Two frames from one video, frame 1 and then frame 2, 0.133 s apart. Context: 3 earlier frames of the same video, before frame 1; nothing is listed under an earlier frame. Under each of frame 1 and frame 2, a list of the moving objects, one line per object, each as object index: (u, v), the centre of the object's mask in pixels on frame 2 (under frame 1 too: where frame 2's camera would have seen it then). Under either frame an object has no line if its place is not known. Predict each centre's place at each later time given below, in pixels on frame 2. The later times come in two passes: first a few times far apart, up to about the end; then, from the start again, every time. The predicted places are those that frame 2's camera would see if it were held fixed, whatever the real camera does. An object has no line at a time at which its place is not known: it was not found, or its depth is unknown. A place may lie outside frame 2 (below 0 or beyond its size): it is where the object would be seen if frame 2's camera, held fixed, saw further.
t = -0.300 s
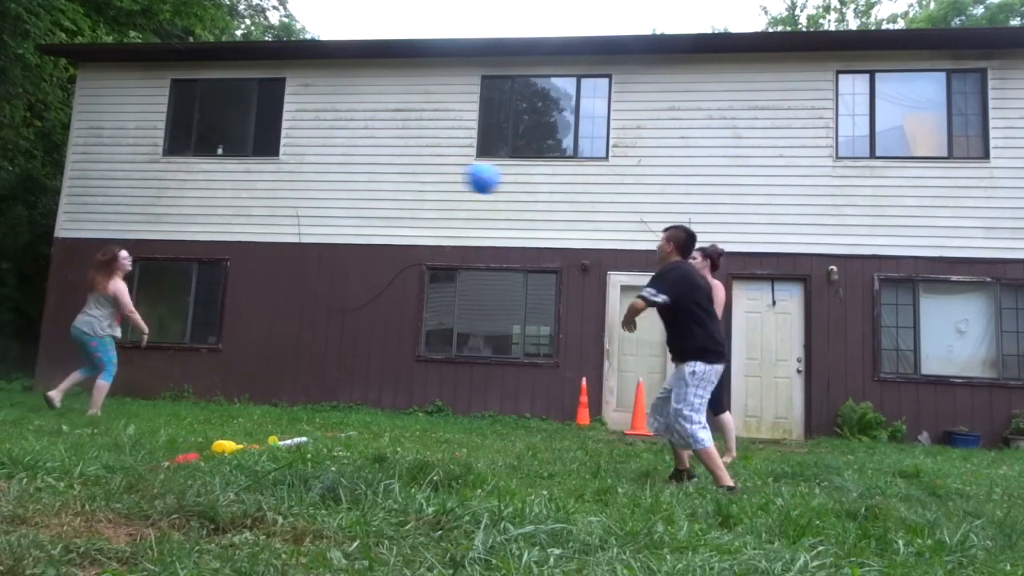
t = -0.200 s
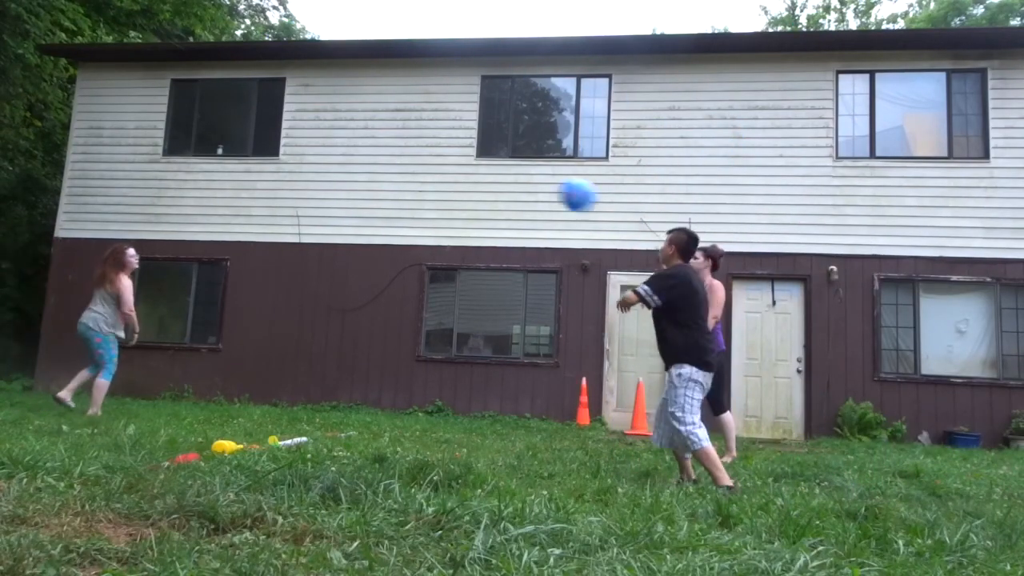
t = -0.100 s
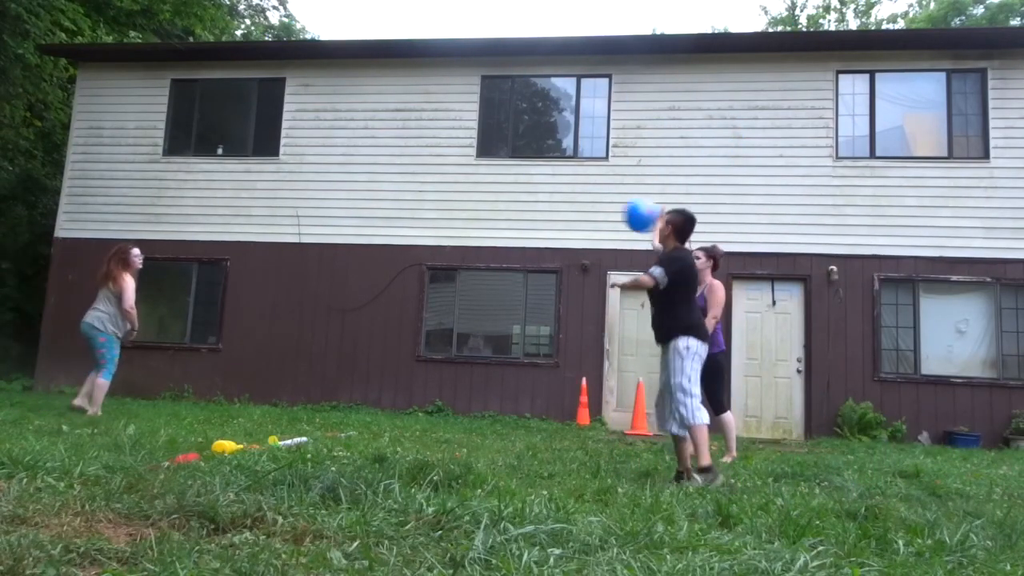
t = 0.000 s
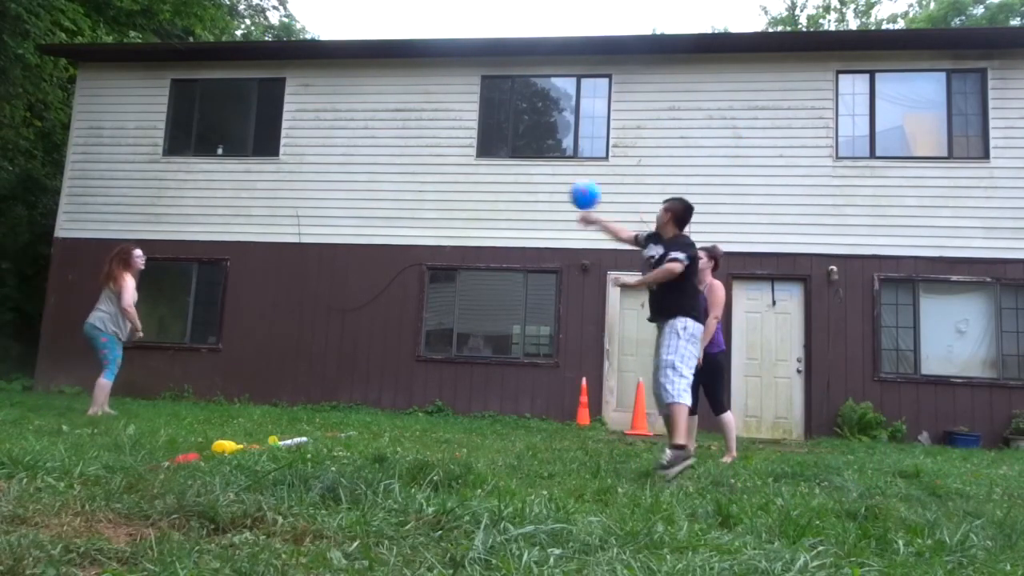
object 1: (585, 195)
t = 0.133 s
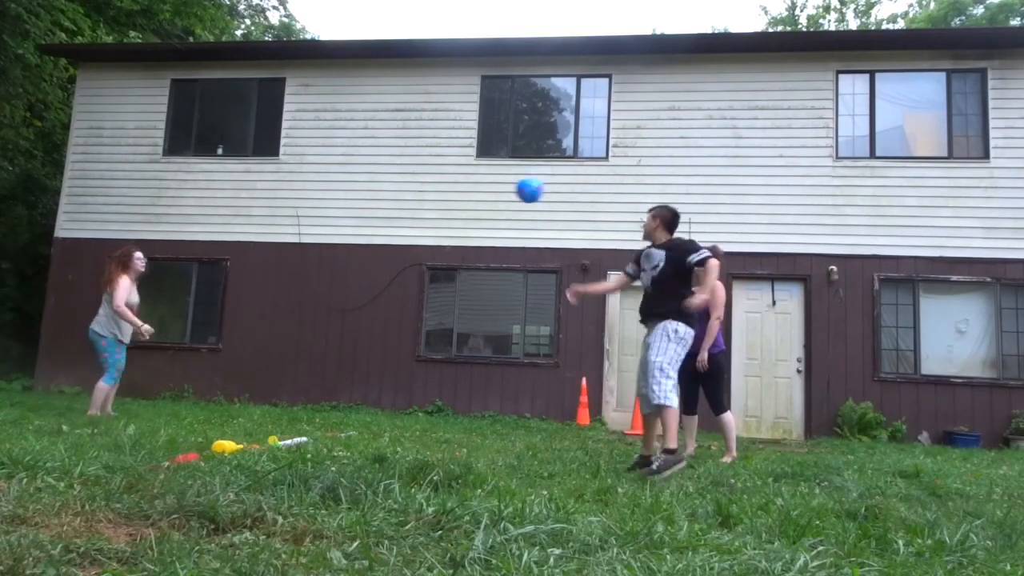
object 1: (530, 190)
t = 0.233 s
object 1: (497, 199)
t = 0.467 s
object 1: (443, 254)
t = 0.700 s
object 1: (399, 337)
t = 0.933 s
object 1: (368, 403)
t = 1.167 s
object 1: (366, 376)
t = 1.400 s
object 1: (361, 389)
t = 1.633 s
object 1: (356, 404)
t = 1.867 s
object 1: (353, 407)
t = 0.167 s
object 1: (518, 191)
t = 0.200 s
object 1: (507, 195)
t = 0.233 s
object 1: (497, 199)
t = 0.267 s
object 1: (487, 205)
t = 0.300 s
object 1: (479, 211)
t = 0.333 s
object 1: (471, 218)
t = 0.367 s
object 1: (464, 226)
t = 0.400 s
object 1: (456, 234)
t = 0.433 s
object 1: (450, 244)
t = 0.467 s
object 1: (443, 254)
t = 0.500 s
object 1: (435, 265)
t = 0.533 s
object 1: (428, 276)
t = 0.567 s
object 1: (422, 287)
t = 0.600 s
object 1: (416, 299)
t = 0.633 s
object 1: (410, 311)
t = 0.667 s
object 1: (404, 324)
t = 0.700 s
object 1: (399, 337)
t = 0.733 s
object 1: (393, 351)
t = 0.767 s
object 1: (388, 365)
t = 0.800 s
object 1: (382, 380)
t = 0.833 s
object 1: (377, 395)
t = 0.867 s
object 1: (371, 409)
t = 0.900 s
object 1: (369, 409)
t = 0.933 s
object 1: (368, 403)
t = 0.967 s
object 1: (369, 397)
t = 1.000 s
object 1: (368, 391)
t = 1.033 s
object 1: (368, 386)
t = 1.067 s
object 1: (368, 382)
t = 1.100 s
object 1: (367, 379)
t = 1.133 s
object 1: (367, 376)
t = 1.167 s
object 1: (366, 376)
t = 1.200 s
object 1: (365, 375)
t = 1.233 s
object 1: (365, 376)
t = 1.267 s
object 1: (364, 377)
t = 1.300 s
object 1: (363, 379)
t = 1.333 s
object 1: (362, 381)
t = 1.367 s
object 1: (362, 385)
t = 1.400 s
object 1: (361, 389)
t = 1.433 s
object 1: (360, 394)
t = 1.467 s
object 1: (359, 400)
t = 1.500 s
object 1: (358, 406)
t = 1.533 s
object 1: (357, 409)
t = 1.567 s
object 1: (357, 407)
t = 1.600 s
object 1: (357, 406)
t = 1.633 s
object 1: (356, 404)
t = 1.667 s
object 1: (356, 402)
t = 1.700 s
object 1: (356, 402)
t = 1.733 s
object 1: (355, 402)
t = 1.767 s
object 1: (355, 402)
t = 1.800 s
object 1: (354, 403)
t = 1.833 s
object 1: (354, 405)
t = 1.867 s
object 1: (353, 407)
